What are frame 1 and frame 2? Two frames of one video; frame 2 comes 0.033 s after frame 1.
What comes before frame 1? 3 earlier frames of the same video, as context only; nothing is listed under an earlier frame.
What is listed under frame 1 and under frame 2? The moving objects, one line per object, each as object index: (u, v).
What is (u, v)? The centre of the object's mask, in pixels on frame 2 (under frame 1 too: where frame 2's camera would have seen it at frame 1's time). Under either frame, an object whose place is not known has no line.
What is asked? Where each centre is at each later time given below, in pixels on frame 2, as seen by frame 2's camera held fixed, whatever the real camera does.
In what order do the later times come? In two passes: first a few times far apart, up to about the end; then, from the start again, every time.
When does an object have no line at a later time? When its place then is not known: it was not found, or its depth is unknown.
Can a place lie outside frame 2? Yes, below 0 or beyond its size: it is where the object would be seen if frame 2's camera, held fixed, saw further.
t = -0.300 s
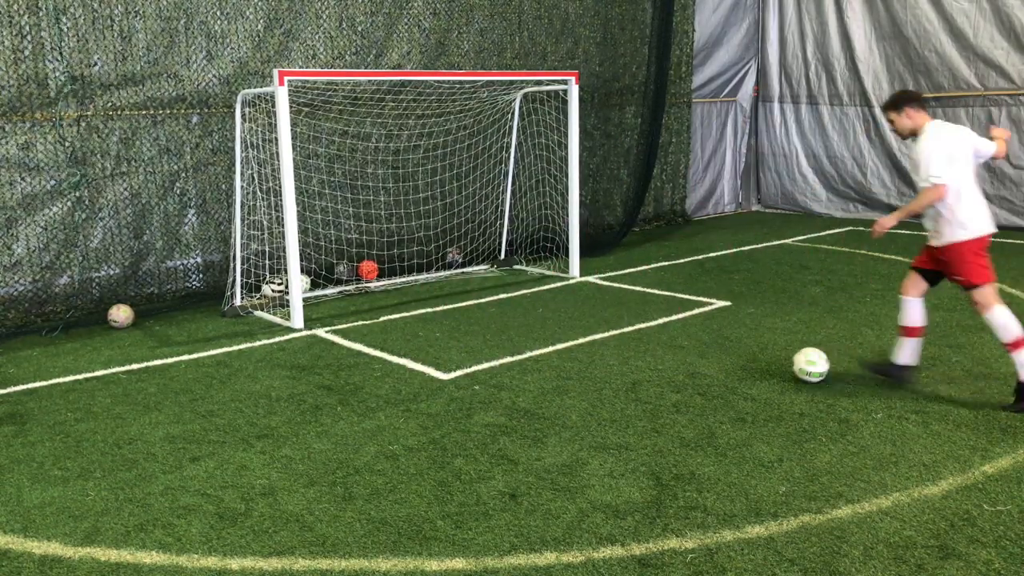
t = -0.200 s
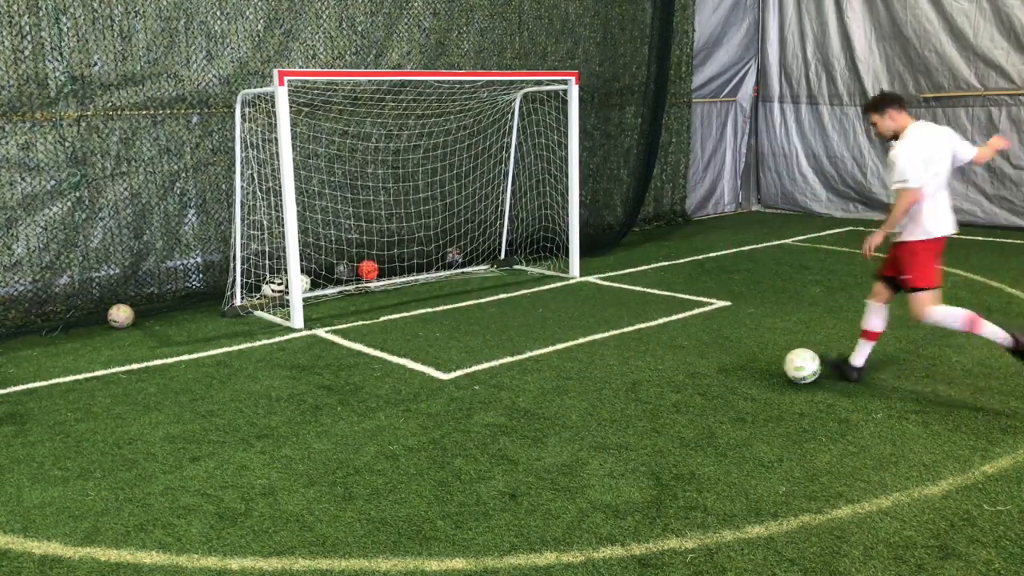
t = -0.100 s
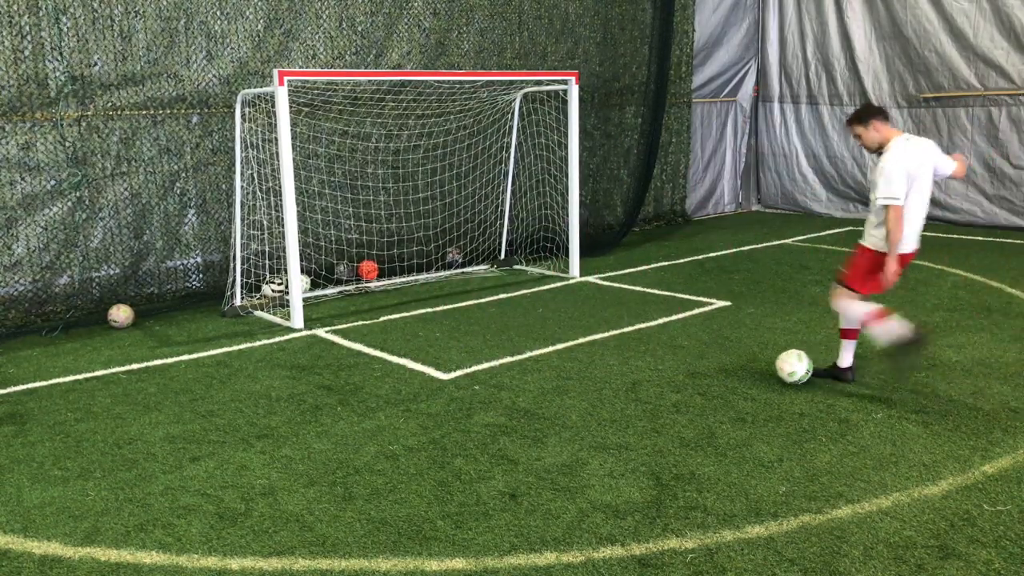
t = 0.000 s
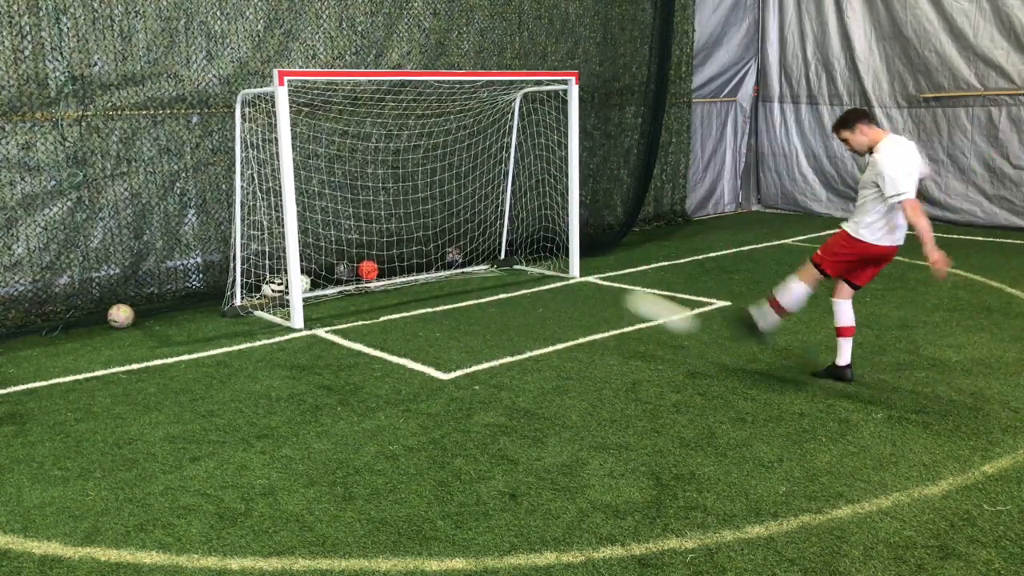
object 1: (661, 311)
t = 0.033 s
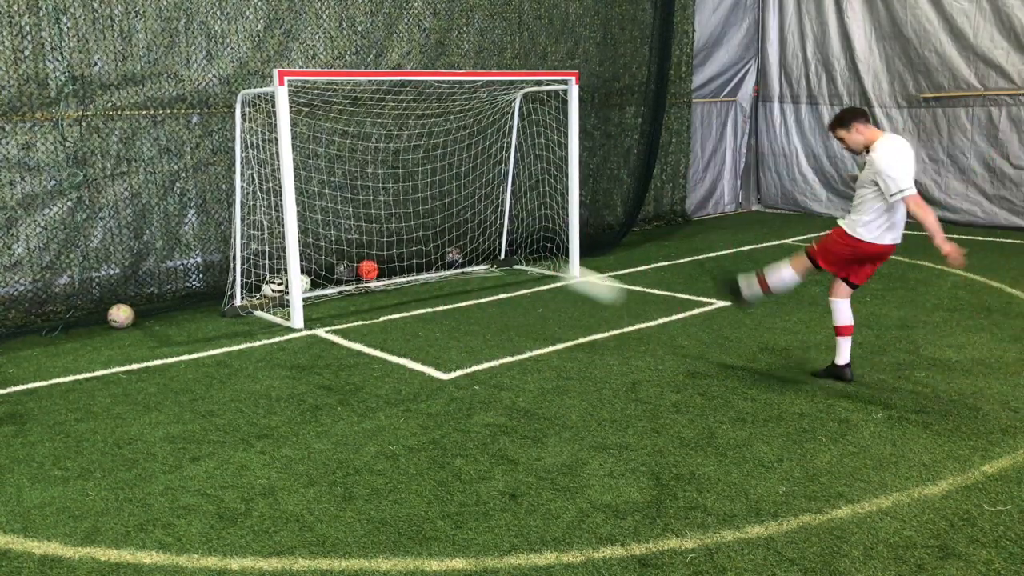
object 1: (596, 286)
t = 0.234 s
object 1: (328, 187)
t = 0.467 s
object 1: (330, 227)
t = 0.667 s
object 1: (352, 268)
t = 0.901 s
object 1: (369, 237)
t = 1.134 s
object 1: (389, 264)
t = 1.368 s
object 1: (412, 293)
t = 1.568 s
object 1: (434, 292)
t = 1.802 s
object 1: (463, 318)
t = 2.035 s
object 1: (494, 333)
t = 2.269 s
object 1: (523, 345)
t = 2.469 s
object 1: (551, 357)
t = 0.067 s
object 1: (532, 259)
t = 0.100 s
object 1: (478, 241)
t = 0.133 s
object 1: (431, 224)
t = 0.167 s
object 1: (389, 211)
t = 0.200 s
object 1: (353, 199)
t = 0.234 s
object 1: (328, 187)
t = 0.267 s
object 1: (315, 177)
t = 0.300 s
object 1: (309, 175)
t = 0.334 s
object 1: (311, 183)
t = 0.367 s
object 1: (315, 192)
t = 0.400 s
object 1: (320, 202)
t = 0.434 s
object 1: (324, 214)
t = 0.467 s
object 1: (330, 227)
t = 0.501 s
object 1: (335, 241)
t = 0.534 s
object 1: (339, 256)
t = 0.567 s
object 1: (345, 272)
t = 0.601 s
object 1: (349, 285)
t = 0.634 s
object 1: (349, 274)
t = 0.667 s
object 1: (352, 268)
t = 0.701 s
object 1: (355, 259)
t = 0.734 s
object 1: (357, 253)
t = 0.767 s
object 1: (359, 248)
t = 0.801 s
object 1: (361, 243)
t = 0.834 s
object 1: (364, 240)
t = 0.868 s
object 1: (366, 238)
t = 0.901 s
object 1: (369, 237)
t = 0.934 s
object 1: (371, 237)
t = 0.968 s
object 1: (374, 239)
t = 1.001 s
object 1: (377, 241)
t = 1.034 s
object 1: (380, 245)
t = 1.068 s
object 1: (383, 250)
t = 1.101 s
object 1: (386, 256)
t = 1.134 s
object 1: (389, 264)
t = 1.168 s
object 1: (392, 272)
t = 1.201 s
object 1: (396, 284)
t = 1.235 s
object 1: (399, 295)
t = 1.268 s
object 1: (402, 306)
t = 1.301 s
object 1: (406, 303)
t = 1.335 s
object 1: (409, 297)
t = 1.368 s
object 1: (412, 293)
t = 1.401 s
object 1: (415, 290)
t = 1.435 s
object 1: (419, 288)
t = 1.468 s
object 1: (422, 287)
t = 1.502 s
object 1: (426, 287)
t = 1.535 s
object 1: (430, 289)
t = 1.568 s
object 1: (434, 292)
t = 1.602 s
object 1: (438, 295)
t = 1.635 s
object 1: (442, 302)
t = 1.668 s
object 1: (447, 309)
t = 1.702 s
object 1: (451, 319)
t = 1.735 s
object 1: (455, 325)
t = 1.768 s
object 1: (459, 322)
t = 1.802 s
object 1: (463, 318)
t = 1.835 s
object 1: (467, 316)
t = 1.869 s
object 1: (471, 315)
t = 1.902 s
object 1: (476, 316)
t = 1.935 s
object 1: (480, 318)
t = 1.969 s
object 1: (484, 321)
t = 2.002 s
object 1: (489, 326)
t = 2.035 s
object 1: (494, 333)
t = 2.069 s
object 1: (498, 338)
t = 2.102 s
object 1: (502, 336)
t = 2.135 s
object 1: (507, 335)
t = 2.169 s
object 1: (511, 335)
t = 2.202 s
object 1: (515, 337)
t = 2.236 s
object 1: (519, 340)
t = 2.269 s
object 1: (523, 345)
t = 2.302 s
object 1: (528, 349)
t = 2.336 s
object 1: (533, 349)
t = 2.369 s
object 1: (537, 350)
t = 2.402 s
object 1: (542, 352)
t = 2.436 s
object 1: (547, 355)
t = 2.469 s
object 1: (551, 357)
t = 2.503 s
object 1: (556, 358)
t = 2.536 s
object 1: (560, 360)
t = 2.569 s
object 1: (564, 363)
